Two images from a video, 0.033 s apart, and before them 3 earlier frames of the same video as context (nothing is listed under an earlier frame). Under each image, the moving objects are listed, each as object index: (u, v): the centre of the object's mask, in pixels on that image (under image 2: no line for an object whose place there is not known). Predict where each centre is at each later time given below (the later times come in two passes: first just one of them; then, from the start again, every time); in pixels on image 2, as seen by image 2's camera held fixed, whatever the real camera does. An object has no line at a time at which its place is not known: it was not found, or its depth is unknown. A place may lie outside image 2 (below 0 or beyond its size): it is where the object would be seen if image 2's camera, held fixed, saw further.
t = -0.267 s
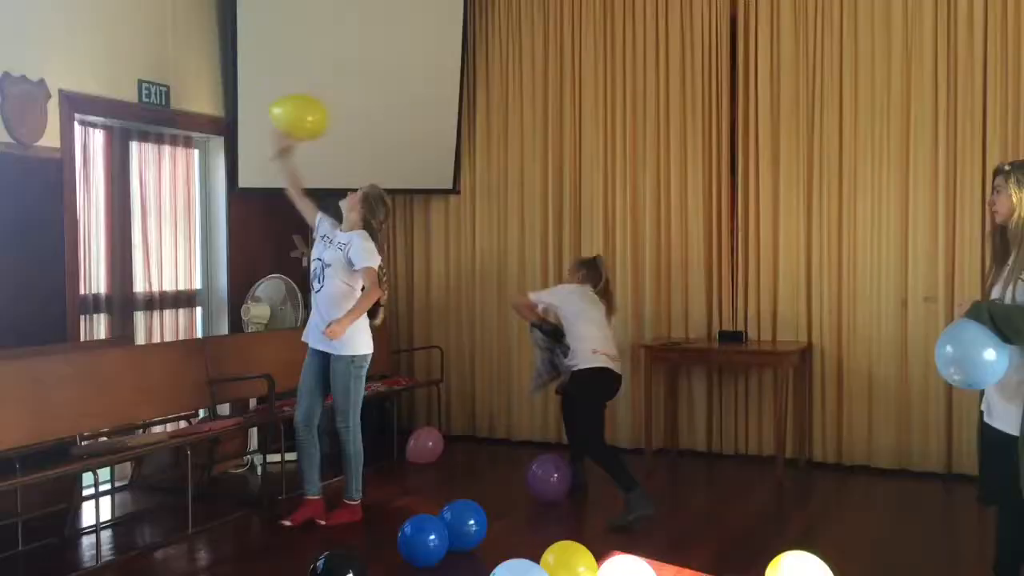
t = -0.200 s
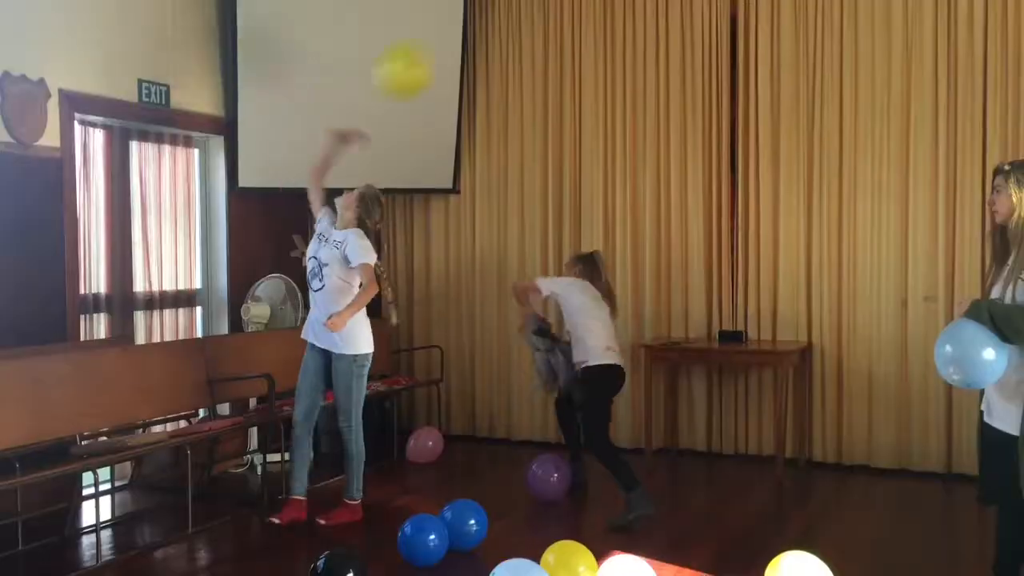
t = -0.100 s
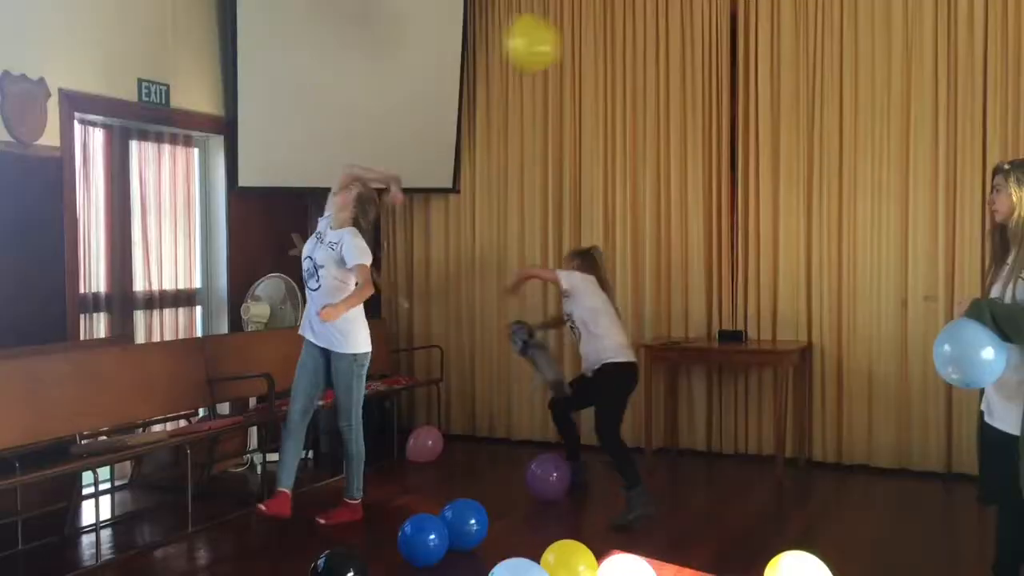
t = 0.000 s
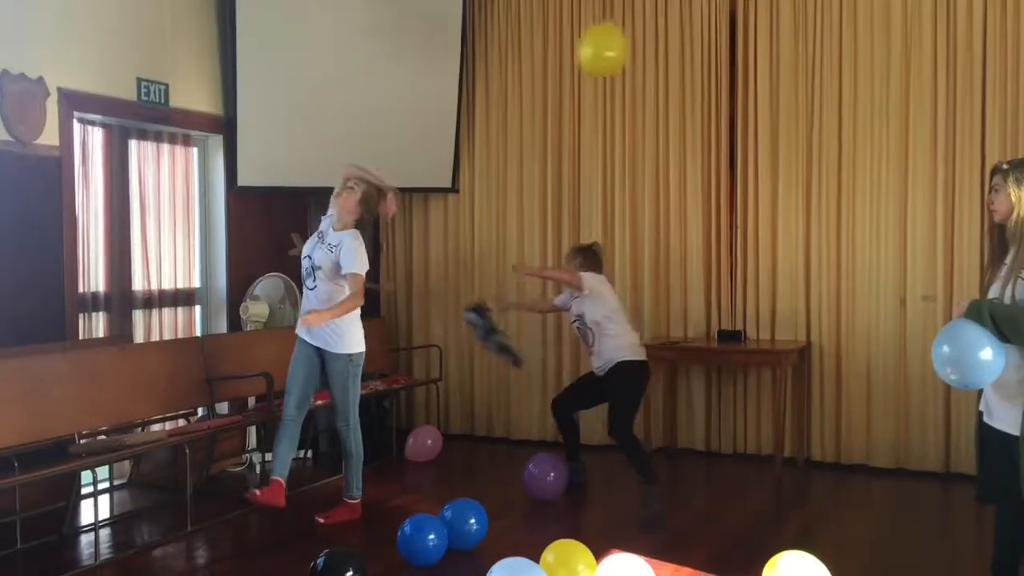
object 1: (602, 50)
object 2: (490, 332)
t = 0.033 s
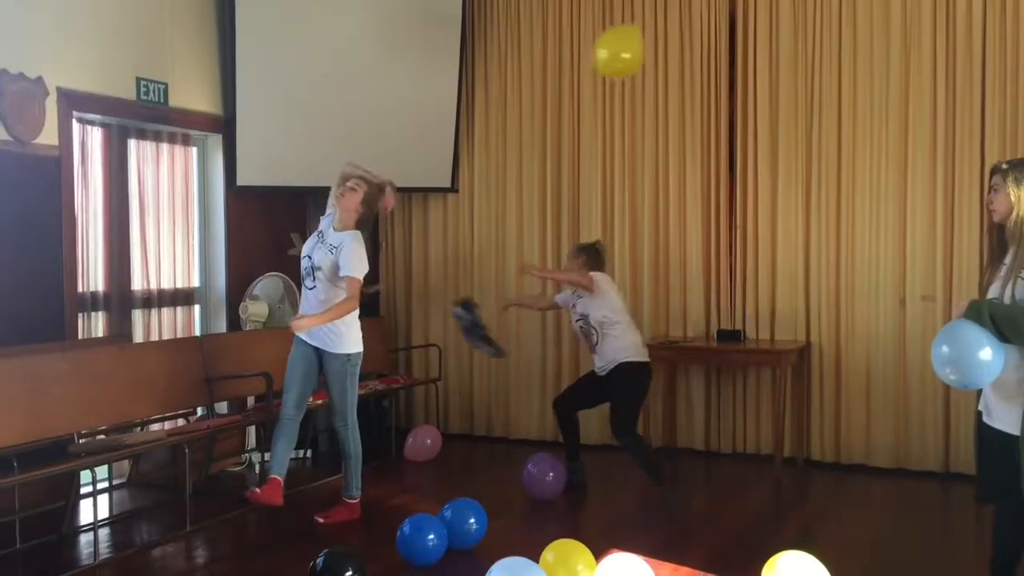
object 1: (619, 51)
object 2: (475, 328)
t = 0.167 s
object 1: (674, 56)
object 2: (428, 321)
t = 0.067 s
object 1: (635, 52)
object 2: (461, 324)
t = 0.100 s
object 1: (650, 54)
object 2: (450, 322)
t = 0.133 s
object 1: (662, 55)
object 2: (437, 321)
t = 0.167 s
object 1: (674, 56)
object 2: (428, 321)
